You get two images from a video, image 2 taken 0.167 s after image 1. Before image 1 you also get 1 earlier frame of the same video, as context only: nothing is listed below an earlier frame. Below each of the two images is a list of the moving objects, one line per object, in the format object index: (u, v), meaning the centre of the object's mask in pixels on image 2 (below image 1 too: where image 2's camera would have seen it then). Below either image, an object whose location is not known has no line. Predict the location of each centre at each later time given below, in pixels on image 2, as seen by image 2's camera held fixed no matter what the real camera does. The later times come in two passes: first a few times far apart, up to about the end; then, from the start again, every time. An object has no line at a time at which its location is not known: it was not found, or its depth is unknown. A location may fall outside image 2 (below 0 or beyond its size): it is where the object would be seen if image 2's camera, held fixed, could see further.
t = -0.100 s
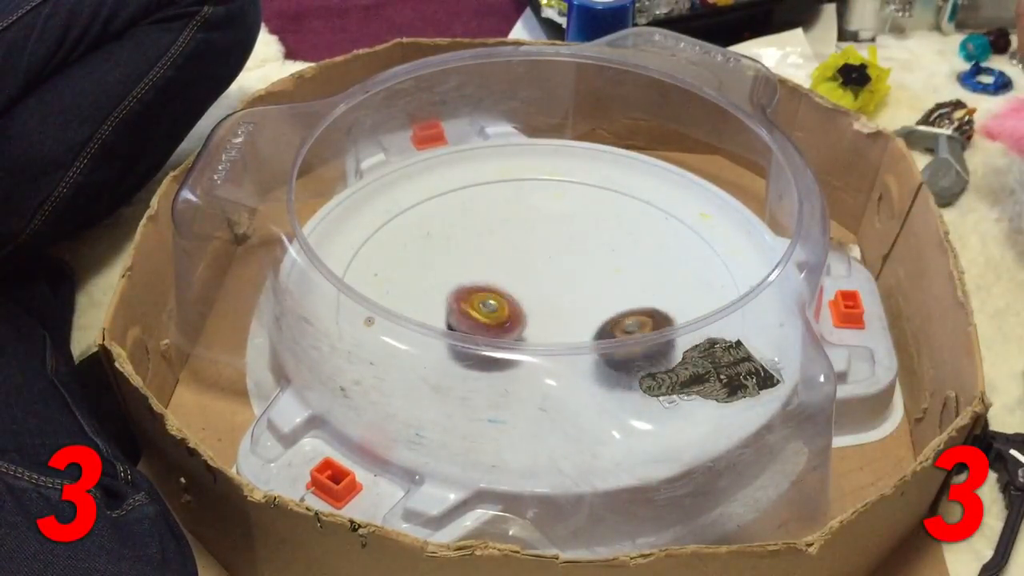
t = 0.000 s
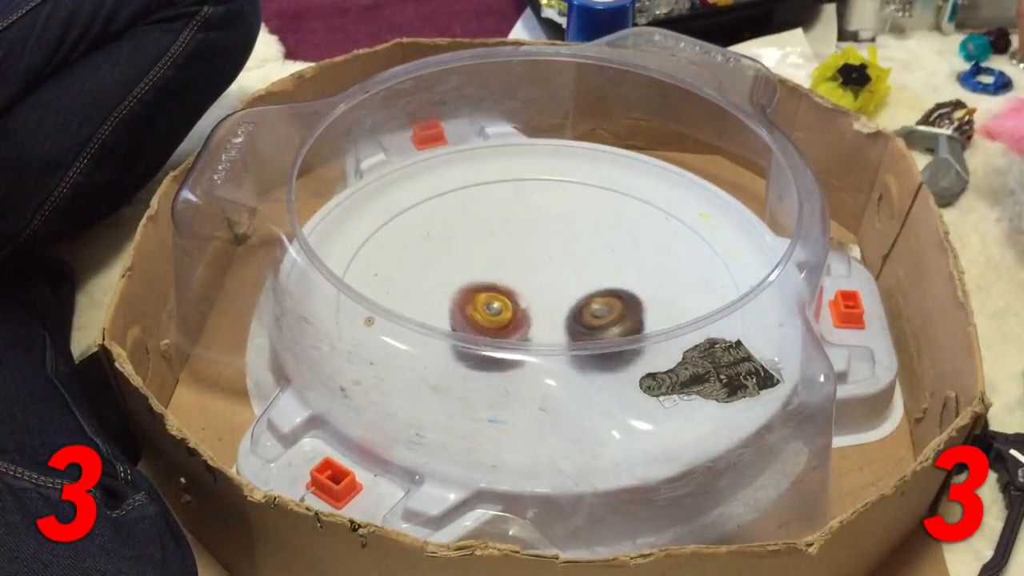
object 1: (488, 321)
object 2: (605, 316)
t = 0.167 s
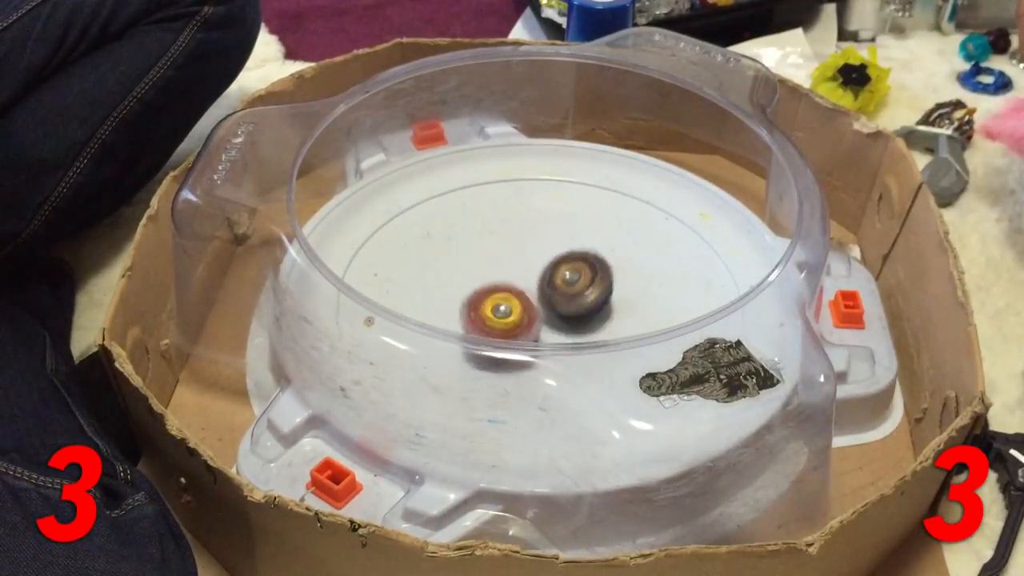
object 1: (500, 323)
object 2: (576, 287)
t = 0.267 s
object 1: (507, 325)
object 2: (560, 271)
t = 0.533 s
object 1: (516, 328)
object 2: (493, 251)
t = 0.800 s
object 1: (524, 326)
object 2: (453, 279)
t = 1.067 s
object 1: (587, 329)
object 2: (443, 302)
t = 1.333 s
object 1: (628, 309)
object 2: (501, 315)
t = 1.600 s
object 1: (606, 310)
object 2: (532, 285)
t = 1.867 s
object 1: (571, 297)
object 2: (500, 248)
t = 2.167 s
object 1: (552, 276)
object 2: (468, 259)
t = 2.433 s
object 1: (584, 300)
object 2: (478, 293)
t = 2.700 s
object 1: (580, 322)
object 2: (511, 298)
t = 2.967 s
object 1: (554, 320)
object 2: (508, 263)
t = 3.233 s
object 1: (540, 308)
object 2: (501, 245)
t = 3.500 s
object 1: (555, 334)
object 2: (488, 243)
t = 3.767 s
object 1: (546, 343)
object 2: (509, 261)
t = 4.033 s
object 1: (530, 330)
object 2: (552, 258)
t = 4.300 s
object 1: (533, 328)
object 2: (560, 245)
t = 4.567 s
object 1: (539, 323)
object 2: (544, 260)
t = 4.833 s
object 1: (534, 342)
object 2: (556, 272)
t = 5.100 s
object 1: (516, 326)
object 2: (578, 266)
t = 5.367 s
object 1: (523, 309)
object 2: (569, 264)
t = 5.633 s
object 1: (524, 314)
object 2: (565, 266)
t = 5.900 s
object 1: (520, 327)
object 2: (566, 271)
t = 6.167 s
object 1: (529, 325)
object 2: (574, 273)
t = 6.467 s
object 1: (530, 342)
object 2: (573, 271)
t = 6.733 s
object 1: (507, 329)
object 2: (544, 276)
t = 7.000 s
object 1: (515, 331)
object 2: (549, 274)
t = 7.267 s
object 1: (520, 329)
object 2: (548, 272)
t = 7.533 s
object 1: (530, 326)
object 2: (549, 273)
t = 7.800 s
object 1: (537, 329)
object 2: (569, 280)
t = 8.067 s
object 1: (536, 328)
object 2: (569, 280)
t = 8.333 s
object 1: (536, 328)
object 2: (569, 280)
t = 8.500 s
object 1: (536, 327)
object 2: (569, 281)
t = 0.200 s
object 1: (503, 324)
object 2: (571, 279)
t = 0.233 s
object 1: (505, 325)
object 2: (567, 277)
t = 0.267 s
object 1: (507, 325)
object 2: (560, 271)
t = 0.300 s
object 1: (509, 325)
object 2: (550, 260)
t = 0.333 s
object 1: (510, 325)
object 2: (543, 258)
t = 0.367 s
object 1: (511, 326)
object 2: (534, 255)
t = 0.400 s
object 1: (513, 327)
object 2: (526, 253)
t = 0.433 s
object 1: (514, 327)
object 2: (518, 251)
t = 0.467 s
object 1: (514, 327)
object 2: (509, 250)
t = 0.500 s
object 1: (515, 328)
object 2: (500, 250)
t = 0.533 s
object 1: (516, 328)
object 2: (493, 251)
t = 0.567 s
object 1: (517, 327)
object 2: (486, 252)
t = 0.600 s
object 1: (519, 327)
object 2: (478, 254)
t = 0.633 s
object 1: (520, 327)
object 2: (472, 257)
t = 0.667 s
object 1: (521, 327)
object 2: (467, 260)
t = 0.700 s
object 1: (522, 327)
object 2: (462, 265)
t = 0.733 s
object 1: (523, 327)
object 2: (458, 269)
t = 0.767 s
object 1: (524, 327)
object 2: (455, 274)
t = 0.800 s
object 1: (524, 326)
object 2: (453, 279)
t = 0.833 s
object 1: (526, 327)
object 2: (453, 284)
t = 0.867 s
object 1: (526, 326)
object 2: (453, 290)
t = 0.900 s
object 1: (532, 326)
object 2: (453, 295)
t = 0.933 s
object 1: (536, 326)
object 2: (455, 300)
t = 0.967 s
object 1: (539, 326)
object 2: (458, 304)
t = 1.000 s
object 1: (555, 328)
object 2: (450, 304)
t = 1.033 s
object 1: (573, 329)
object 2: (444, 302)
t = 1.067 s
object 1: (587, 329)
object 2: (443, 302)
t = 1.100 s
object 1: (600, 326)
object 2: (447, 304)
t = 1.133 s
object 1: (610, 323)
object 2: (453, 306)
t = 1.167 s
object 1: (619, 311)
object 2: (460, 309)
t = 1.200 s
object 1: (627, 310)
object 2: (467, 311)
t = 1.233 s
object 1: (630, 310)
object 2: (475, 312)
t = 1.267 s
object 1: (632, 308)
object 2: (484, 314)
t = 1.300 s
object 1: (630, 308)
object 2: (492, 314)
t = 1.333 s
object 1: (628, 309)
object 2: (501, 315)
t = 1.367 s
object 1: (625, 309)
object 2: (510, 314)
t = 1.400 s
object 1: (622, 309)
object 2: (520, 313)
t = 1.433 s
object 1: (620, 309)
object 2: (528, 311)
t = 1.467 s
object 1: (620, 310)
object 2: (533, 307)
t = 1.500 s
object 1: (620, 310)
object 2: (531, 301)
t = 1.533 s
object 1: (618, 310)
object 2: (531, 295)
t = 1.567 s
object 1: (613, 311)
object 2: (532, 290)
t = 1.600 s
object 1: (606, 310)
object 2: (532, 285)
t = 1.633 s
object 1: (602, 313)
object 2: (529, 279)
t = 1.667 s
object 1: (599, 312)
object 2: (523, 272)
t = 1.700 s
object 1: (597, 311)
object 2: (520, 266)
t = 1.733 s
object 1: (594, 309)
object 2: (517, 261)
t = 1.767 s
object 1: (589, 308)
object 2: (513, 257)
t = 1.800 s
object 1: (584, 304)
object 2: (508, 254)
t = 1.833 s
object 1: (577, 300)
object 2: (504, 250)
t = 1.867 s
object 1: (571, 297)
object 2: (500, 248)
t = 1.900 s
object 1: (563, 292)
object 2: (495, 247)
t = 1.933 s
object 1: (558, 289)
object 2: (491, 246)
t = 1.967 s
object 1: (553, 284)
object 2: (486, 246)
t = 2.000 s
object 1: (550, 280)
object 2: (482, 246)
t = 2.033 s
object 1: (549, 277)
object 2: (478, 247)
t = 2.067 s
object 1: (550, 276)
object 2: (473, 249)
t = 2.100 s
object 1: (551, 274)
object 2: (470, 252)
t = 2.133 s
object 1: (551, 274)
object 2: (469, 255)
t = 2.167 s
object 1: (552, 276)
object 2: (468, 259)
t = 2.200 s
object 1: (551, 275)
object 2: (468, 263)
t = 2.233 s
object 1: (551, 277)
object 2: (468, 268)
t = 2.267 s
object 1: (559, 280)
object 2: (462, 272)
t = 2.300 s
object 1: (566, 282)
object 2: (460, 275)
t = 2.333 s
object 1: (571, 286)
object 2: (462, 279)
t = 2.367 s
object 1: (576, 290)
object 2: (467, 284)
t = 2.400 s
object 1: (581, 295)
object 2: (472, 288)
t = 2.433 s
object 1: (584, 300)
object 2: (478, 293)
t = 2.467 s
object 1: (585, 305)
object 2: (485, 297)
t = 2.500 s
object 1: (586, 309)
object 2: (494, 300)
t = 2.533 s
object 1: (589, 314)
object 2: (497, 301)
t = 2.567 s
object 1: (594, 315)
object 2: (496, 301)
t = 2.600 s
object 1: (595, 319)
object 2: (496, 300)
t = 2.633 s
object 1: (592, 320)
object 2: (500, 300)
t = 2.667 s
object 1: (587, 320)
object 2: (506, 299)
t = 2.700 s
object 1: (580, 322)
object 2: (511, 298)
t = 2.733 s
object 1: (582, 324)
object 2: (508, 292)
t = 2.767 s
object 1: (581, 325)
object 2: (505, 285)
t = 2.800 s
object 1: (578, 326)
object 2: (504, 280)
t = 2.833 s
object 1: (574, 326)
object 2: (506, 277)
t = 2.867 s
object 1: (570, 325)
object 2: (507, 273)
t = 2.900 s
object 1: (564, 324)
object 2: (508, 269)
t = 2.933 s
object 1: (560, 323)
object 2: (509, 266)
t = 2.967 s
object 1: (554, 320)
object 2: (508, 263)
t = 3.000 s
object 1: (546, 317)
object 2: (507, 259)
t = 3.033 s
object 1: (542, 314)
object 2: (507, 256)
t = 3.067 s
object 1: (539, 311)
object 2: (507, 253)
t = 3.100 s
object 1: (538, 309)
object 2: (505, 249)
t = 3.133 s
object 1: (536, 307)
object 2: (503, 245)
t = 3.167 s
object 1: (536, 307)
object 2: (502, 244)
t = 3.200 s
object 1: (537, 307)
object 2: (501, 244)
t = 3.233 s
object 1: (540, 308)
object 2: (501, 245)
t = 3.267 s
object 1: (539, 307)
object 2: (500, 245)
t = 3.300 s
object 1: (539, 308)
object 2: (500, 247)
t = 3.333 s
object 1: (539, 309)
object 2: (500, 249)
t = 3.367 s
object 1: (537, 309)
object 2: (500, 251)
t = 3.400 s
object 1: (537, 309)
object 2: (501, 253)
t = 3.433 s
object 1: (545, 313)
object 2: (495, 248)
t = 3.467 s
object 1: (550, 318)
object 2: (490, 243)
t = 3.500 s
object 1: (555, 334)
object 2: (488, 243)
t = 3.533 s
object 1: (557, 340)
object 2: (489, 244)
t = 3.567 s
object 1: (558, 343)
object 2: (490, 245)
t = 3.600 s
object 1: (557, 356)
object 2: (492, 248)
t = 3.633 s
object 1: (557, 356)
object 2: (494, 250)
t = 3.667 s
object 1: (555, 359)
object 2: (497, 253)
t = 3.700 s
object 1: (553, 360)
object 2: (501, 256)
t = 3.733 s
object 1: (548, 343)
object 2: (505, 258)
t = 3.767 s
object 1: (546, 343)
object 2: (509, 261)
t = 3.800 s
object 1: (542, 342)
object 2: (514, 264)
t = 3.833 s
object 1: (539, 343)
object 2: (519, 266)
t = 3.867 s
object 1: (537, 337)
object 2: (525, 268)
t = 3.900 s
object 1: (533, 341)
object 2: (531, 269)
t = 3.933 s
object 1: (531, 337)
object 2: (536, 270)
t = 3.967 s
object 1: (531, 330)
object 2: (543, 268)
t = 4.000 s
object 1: (530, 329)
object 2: (548, 262)
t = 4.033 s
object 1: (530, 330)
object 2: (552, 258)
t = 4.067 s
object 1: (531, 329)
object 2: (556, 255)
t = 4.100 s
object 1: (532, 329)
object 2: (559, 252)
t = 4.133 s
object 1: (532, 331)
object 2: (561, 250)
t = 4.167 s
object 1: (531, 330)
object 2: (562, 249)
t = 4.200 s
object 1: (534, 329)
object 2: (563, 247)
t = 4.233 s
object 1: (534, 330)
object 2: (563, 246)
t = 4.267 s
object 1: (534, 328)
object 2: (562, 245)
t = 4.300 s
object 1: (533, 328)
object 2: (560, 245)
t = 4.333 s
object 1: (531, 328)
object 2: (558, 246)
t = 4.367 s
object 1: (531, 326)
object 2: (556, 248)
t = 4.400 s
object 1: (533, 317)
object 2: (553, 250)
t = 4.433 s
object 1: (534, 317)
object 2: (551, 253)
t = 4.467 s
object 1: (536, 316)
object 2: (549, 256)
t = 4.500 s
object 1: (538, 315)
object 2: (548, 258)
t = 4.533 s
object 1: (539, 315)
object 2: (546, 259)
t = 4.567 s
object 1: (539, 323)
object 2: (544, 260)
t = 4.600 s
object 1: (539, 325)
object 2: (545, 262)
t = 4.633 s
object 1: (537, 333)
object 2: (545, 262)
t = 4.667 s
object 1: (538, 337)
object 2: (545, 263)
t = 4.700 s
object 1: (537, 339)
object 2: (546, 264)
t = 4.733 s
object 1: (536, 342)
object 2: (549, 267)
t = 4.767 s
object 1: (537, 342)
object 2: (551, 269)
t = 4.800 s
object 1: (536, 343)
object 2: (554, 270)
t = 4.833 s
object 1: (534, 342)
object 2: (556, 272)
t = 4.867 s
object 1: (533, 340)
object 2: (559, 274)
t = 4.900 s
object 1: (532, 338)
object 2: (561, 275)
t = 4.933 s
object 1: (530, 335)
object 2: (564, 276)
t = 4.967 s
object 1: (529, 332)
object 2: (568, 276)
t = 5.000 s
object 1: (528, 328)
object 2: (570, 275)
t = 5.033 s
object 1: (527, 327)
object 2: (574, 273)
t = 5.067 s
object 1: (520, 327)
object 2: (577, 268)
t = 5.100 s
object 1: (516, 326)
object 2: (578, 266)
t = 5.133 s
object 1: (514, 316)
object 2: (577, 264)
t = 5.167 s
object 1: (515, 316)
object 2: (577, 262)
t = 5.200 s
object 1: (516, 315)
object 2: (576, 262)
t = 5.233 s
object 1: (517, 313)
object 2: (574, 262)
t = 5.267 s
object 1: (518, 312)
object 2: (572, 261)
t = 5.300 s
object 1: (521, 311)
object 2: (572, 263)
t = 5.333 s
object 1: (522, 311)
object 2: (570, 264)
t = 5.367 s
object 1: (523, 309)
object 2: (569, 264)
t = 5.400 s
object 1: (519, 312)
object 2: (567, 261)
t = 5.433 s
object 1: (519, 313)
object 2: (566, 261)
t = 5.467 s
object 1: (521, 314)
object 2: (564, 262)
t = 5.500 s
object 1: (523, 315)
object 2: (564, 265)
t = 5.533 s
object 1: (523, 314)
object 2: (564, 264)
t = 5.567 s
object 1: (523, 315)
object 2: (563, 266)
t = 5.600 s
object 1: (524, 315)
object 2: (564, 267)
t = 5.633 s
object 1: (524, 314)
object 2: (565, 266)
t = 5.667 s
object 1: (523, 313)
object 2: (564, 266)
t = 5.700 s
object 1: (524, 313)
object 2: (566, 266)
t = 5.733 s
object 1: (520, 325)
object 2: (567, 264)
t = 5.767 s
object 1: (519, 327)
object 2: (567, 263)
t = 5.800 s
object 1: (518, 330)
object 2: (565, 263)
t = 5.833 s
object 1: (518, 329)
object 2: (564, 265)
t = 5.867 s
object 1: (519, 328)
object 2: (565, 268)
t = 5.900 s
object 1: (520, 327)
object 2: (566, 271)
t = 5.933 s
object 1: (522, 327)
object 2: (566, 273)
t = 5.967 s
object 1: (521, 328)
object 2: (567, 270)
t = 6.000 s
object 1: (521, 326)
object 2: (568, 268)
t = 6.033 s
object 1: (520, 326)
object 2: (569, 271)
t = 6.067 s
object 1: (521, 325)
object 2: (570, 271)
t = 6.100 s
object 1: (523, 326)
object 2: (571, 272)
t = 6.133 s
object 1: (527, 325)
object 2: (573, 272)
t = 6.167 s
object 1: (529, 325)
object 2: (574, 273)
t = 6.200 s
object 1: (531, 324)
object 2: (576, 273)
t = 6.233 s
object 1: (532, 326)
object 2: (576, 274)
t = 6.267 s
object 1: (534, 326)
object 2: (577, 273)
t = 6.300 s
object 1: (534, 330)
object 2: (576, 273)
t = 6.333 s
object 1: (535, 330)
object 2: (574, 272)
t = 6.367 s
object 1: (537, 332)
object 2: (572, 274)
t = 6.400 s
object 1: (537, 331)
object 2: (570, 275)
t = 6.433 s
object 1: (535, 335)
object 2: (570, 277)
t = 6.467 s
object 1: (530, 342)
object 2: (573, 271)
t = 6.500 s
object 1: (523, 355)
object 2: (573, 262)
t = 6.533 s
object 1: (518, 355)
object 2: (570, 255)
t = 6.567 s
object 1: (513, 354)
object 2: (564, 254)
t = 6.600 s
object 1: (510, 354)
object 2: (559, 255)
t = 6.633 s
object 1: (507, 341)
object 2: (554, 260)
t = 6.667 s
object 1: (507, 340)
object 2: (549, 266)
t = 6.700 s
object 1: (507, 335)
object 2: (544, 270)
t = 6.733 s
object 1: (507, 329)
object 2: (544, 276)
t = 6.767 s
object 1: (504, 330)
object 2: (543, 275)
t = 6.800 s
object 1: (505, 328)
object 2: (543, 275)
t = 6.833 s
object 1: (507, 326)
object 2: (542, 273)
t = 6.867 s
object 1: (507, 328)
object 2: (541, 274)
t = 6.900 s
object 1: (509, 327)
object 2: (543, 274)
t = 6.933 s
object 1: (512, 330)
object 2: (545, 275)
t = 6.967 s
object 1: (514, 330)
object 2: (547, 276)
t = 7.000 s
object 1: (515, 331)
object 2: (549, 274)
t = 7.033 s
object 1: (513, 336)
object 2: (549, 275)
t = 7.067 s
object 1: (514, 338)
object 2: (549, 272)
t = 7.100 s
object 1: (513, 338)
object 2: (549, 271)
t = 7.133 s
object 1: (513, 340)
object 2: (548, 271)
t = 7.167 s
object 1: (514, 336)
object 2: (547, 270)
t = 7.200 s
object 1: (516, 334)
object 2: (547, 271)
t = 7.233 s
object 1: (518, 331)
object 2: (548, 270)
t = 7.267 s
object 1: (520, 329)
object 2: (548, 272)
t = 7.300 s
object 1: (522, 327)
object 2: (546, 272)
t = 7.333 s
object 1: (523, 327)
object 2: (545, 270)
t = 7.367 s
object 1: (523, 326)
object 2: (546, 270)
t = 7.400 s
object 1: (525, 326)
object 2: (543, 270)
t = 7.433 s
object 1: (526, 326)
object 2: (543, 272)
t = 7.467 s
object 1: (527, 324)
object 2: (543, 270)
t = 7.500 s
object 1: (529, 324)
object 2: (545, 271)
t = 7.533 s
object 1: (530, 326)
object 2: (549, 273)
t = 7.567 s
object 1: (531, 325)
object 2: (553, 274)
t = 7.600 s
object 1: (533, 325)
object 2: (556, 274)
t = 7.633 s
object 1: (534, 326)
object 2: (558, 275)
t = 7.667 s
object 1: (535, 327)
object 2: (562, 277)
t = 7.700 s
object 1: (537, 328)
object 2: (565, 278)
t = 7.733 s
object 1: (537, 328)
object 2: (567, 279)
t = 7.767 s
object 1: (537, 329)
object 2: (568, 280)
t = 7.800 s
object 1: (537, 329)
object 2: (569, 280)
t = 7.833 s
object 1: (536, 329)
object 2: (569, 280)
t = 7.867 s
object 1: (536, 329)
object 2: (569, 280)
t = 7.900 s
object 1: (536, 329)
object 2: (569, 280)
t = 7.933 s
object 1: (536, 329)
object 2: (569, 280)
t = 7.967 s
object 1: (536, 328)
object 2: (569, 280)
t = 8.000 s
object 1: (536, 328)
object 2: (569, 280)
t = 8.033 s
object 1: (536, 328)
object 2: (569, 280)
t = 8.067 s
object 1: (536, 328)
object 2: (569, 280)
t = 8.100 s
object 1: (536, 328)
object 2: (569, 280)
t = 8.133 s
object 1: (536, 328)
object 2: (569, 280)
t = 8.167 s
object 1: (536, 328)
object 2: (569, 280)
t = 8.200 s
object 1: (536, 328)
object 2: (569, 280)
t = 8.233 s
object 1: (536, 328)
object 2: (569, 280)
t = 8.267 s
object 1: (536, 328)
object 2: (569, 280)
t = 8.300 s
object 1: (536, 328)
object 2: (569, 280)
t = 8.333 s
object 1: (536, 328)
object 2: (569, 280)
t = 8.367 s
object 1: (536, 328)
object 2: (569, 280)
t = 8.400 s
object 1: (536, 328)
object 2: (569, 280)
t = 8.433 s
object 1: (536, 328)
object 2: (569, 280)
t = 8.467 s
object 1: (536, 328)
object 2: (569, 280)
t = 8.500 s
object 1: (536, 327)
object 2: (569, 281)
